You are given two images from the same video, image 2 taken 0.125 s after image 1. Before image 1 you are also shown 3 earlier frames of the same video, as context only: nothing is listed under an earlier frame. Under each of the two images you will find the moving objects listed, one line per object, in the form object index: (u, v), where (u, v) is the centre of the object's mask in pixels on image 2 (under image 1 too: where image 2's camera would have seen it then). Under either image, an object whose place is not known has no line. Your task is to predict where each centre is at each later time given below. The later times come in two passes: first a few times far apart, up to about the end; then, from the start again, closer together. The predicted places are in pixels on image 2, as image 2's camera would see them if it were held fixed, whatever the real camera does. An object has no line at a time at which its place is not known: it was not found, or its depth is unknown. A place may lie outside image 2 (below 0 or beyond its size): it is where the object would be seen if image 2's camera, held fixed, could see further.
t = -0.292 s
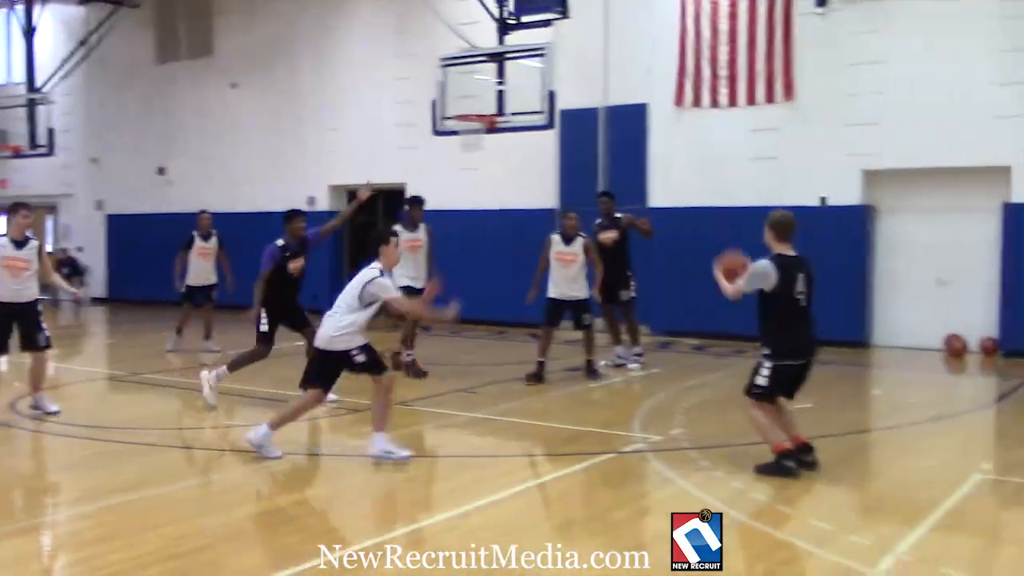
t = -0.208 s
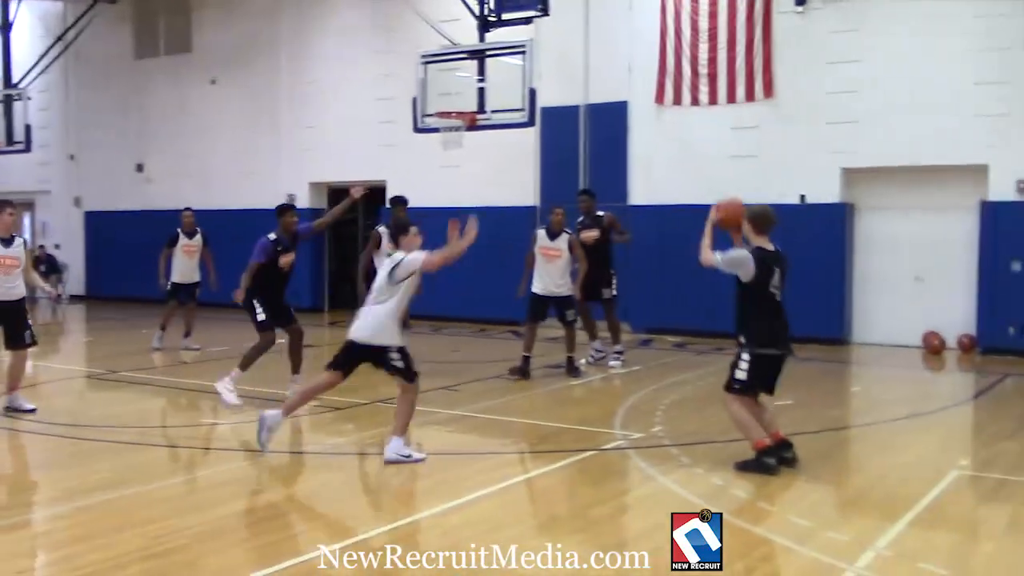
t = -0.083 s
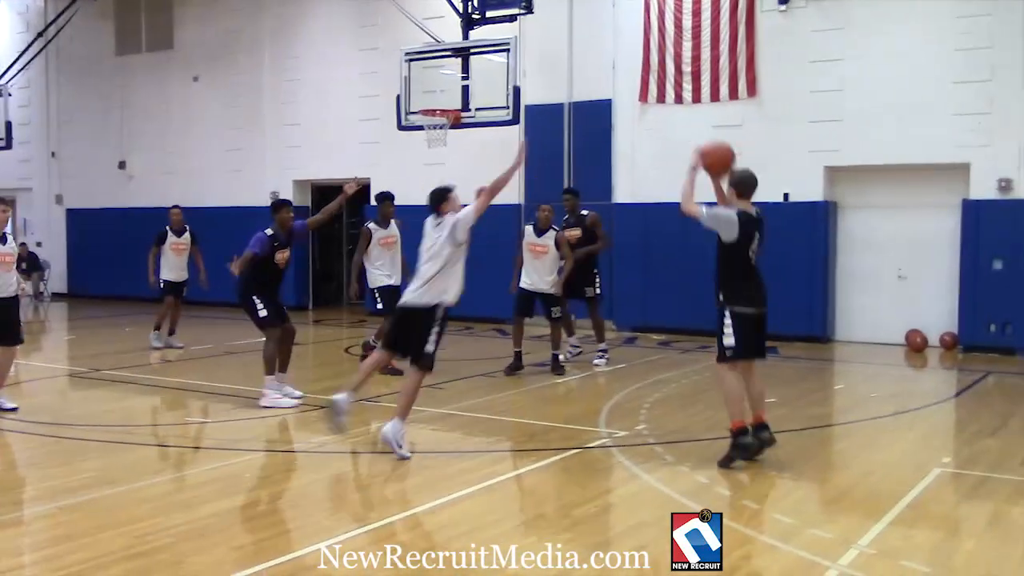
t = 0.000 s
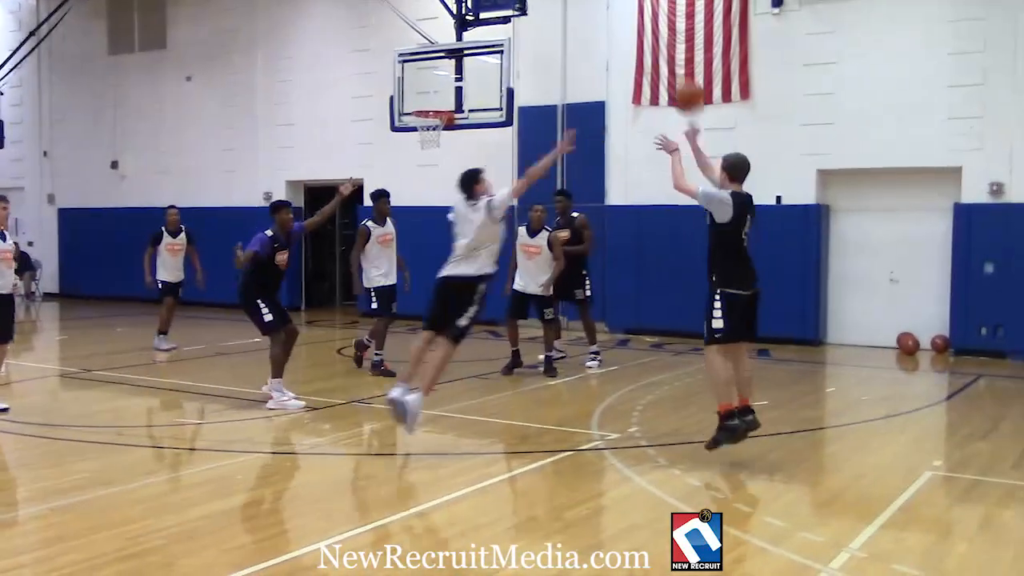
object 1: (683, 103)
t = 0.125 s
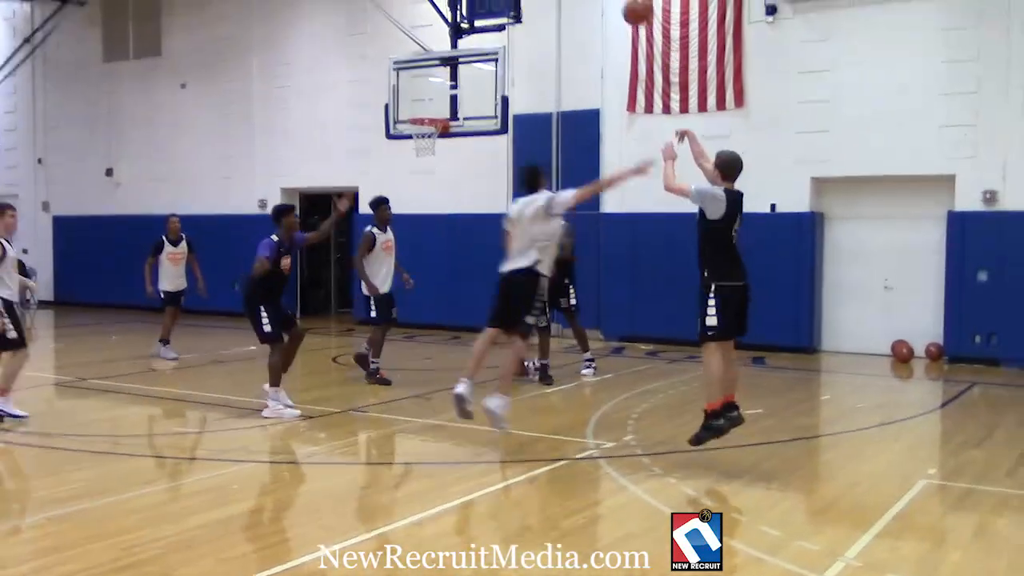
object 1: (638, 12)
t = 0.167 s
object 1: (626, 0)
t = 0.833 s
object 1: (480, -59)
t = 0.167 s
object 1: (626, 0)
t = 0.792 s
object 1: (486, -64)
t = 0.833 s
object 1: (480, -59)
